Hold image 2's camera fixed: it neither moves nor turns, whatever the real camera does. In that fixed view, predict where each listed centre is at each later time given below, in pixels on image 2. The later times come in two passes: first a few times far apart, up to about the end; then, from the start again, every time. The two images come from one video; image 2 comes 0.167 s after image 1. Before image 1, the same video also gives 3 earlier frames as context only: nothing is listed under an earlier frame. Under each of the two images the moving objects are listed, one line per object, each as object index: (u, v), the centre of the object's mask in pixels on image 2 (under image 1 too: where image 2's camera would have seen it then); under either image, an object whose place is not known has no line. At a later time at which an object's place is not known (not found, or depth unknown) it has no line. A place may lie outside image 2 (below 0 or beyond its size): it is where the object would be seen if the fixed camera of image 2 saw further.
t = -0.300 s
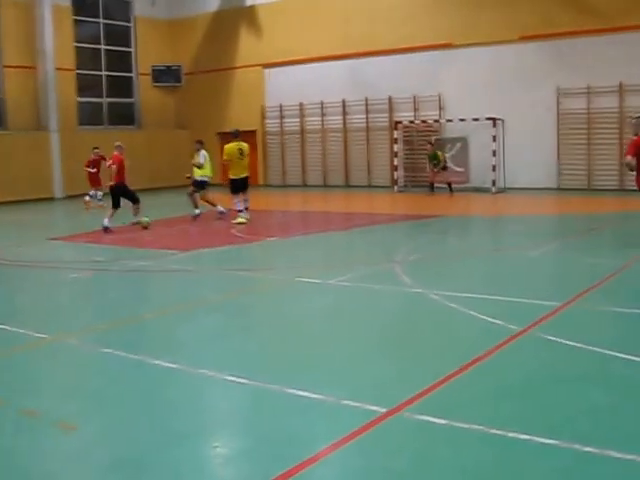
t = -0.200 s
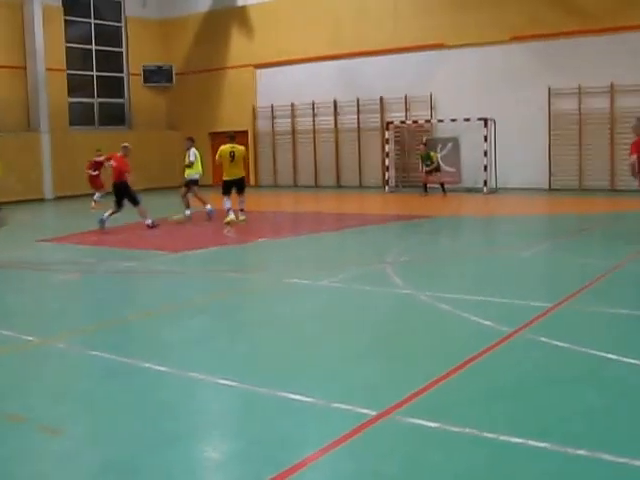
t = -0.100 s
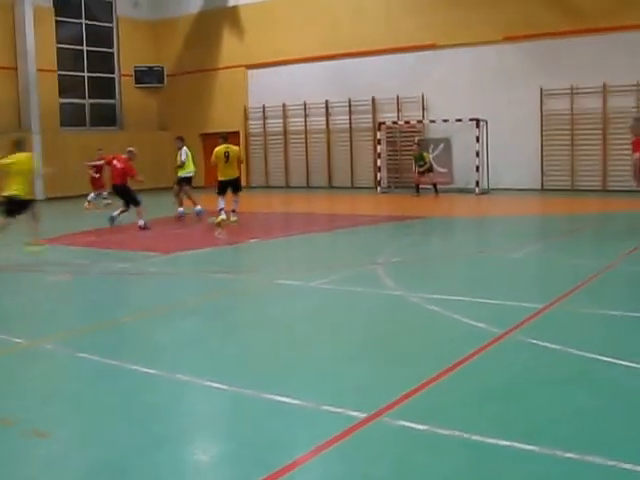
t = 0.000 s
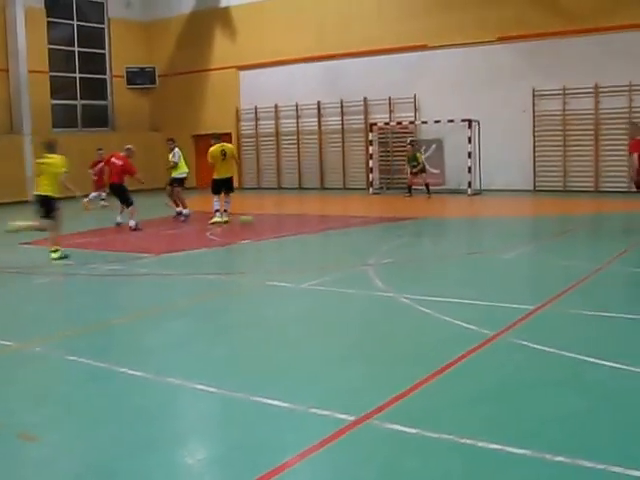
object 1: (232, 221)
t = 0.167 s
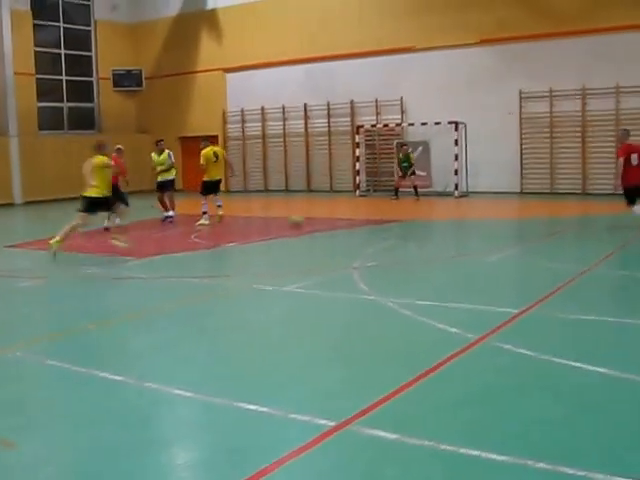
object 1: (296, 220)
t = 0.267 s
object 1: (330, 220)
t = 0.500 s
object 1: (402, 218)
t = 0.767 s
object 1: (477, 217)
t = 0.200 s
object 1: (307, 220)
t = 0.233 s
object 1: (319, 220)
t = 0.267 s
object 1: (330, 220)
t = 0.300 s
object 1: (341, 220)
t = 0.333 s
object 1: (352, 221)
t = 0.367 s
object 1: (363, 221)
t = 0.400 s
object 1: (373, 219)
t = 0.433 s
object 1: (383, 219)
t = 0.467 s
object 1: (393, 219)
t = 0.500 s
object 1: (402, 218)
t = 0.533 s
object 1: (412, 218)
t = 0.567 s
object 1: (421, 218)
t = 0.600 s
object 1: (430, 217)
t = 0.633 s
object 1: (440, 217)
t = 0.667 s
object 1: (449, 217)
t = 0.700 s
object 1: (458, 217)
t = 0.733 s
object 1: (467, 216)
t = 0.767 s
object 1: (477, 217)
